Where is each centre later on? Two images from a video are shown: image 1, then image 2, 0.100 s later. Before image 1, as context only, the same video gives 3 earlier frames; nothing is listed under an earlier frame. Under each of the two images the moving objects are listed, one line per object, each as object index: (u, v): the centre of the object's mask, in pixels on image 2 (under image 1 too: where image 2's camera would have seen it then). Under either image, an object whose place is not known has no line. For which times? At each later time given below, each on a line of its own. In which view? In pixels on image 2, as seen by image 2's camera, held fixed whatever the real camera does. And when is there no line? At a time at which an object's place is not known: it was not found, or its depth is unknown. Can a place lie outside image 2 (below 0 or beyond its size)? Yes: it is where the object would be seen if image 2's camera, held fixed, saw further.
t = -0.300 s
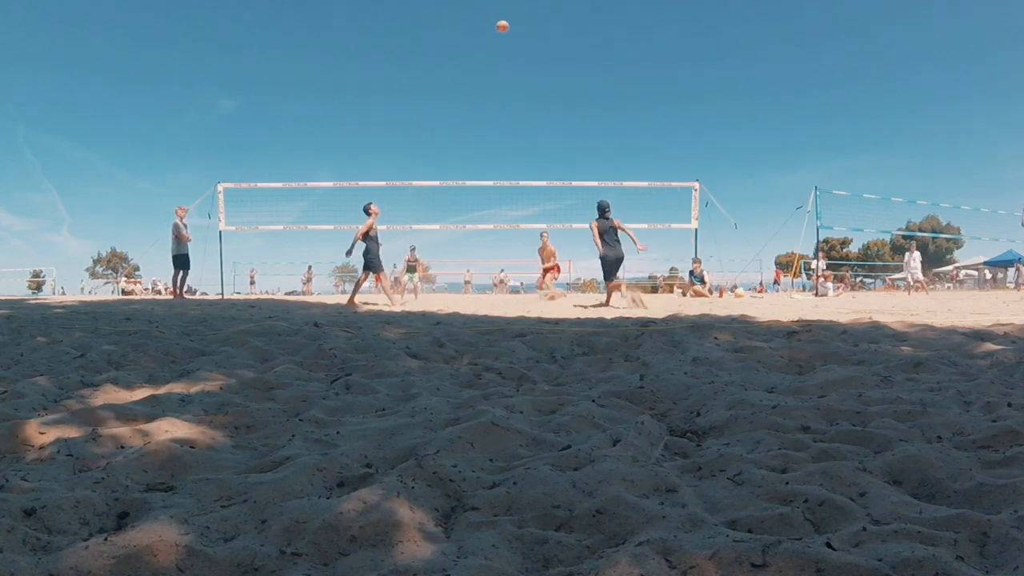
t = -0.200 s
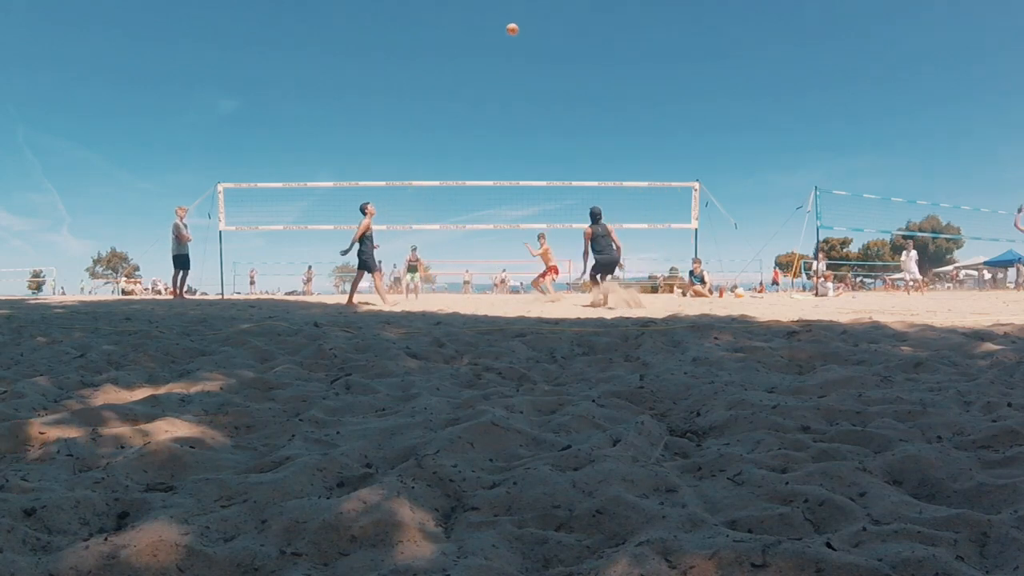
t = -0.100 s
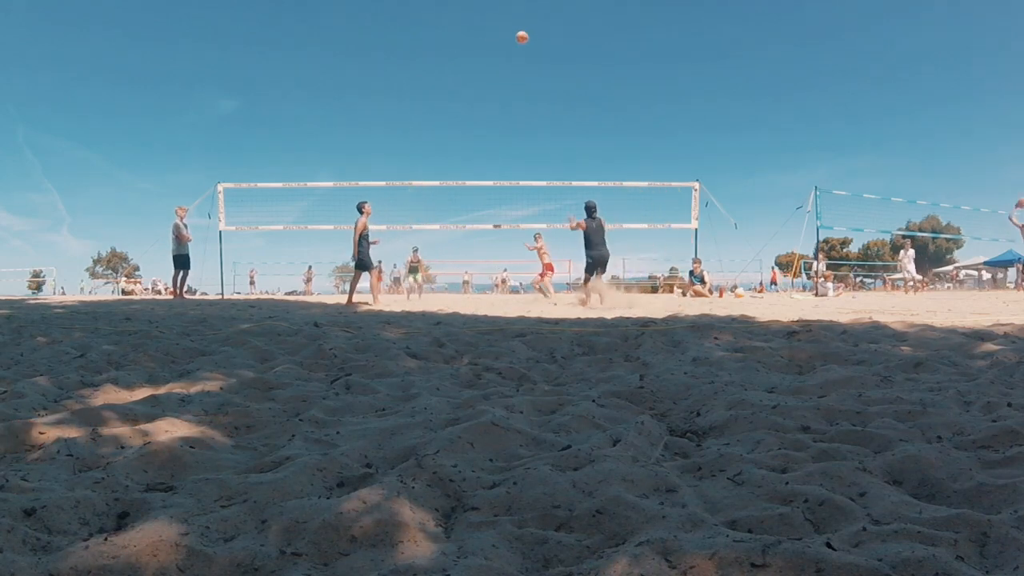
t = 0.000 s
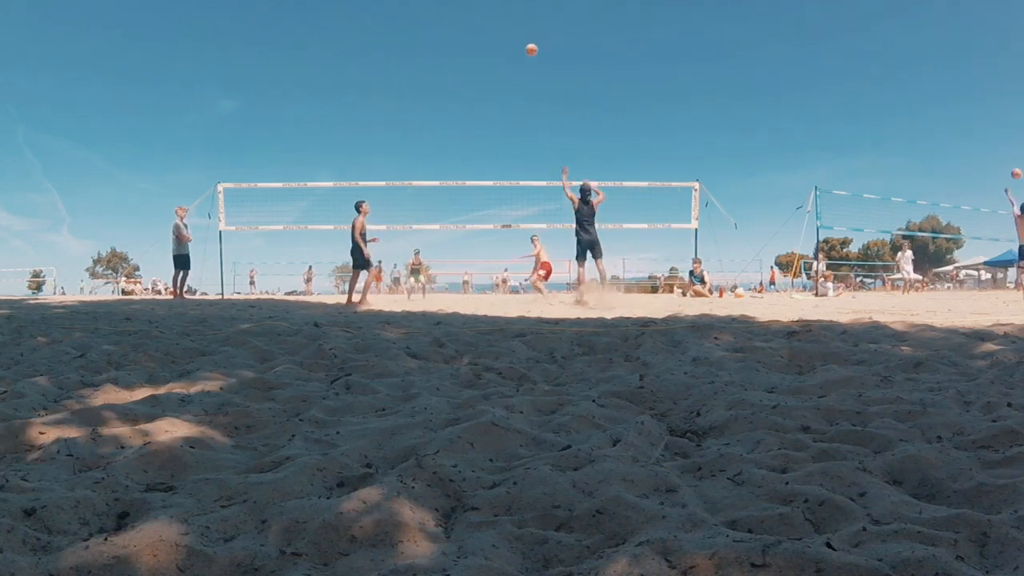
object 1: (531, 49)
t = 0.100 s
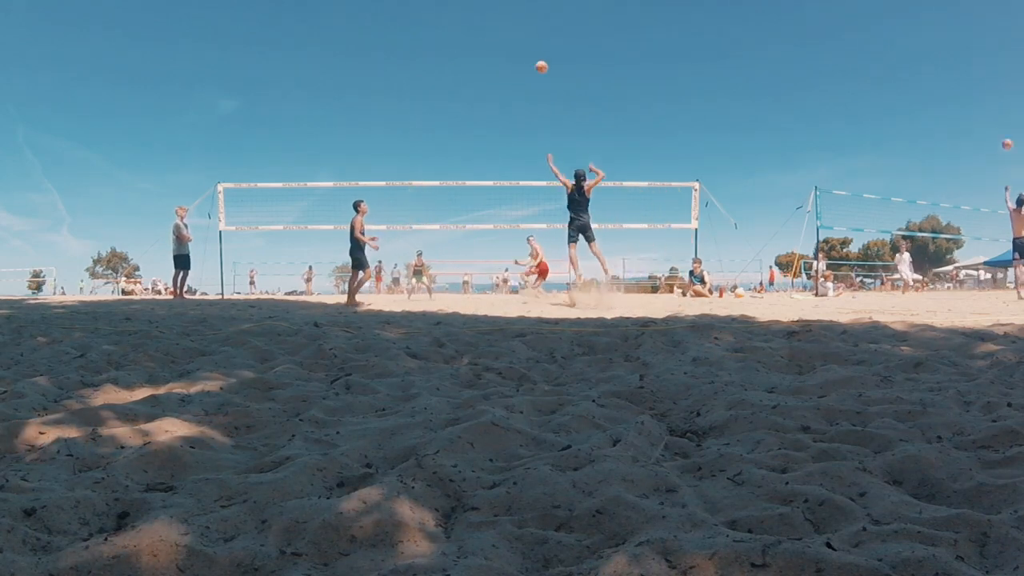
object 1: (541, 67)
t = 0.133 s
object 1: (545, 74)
